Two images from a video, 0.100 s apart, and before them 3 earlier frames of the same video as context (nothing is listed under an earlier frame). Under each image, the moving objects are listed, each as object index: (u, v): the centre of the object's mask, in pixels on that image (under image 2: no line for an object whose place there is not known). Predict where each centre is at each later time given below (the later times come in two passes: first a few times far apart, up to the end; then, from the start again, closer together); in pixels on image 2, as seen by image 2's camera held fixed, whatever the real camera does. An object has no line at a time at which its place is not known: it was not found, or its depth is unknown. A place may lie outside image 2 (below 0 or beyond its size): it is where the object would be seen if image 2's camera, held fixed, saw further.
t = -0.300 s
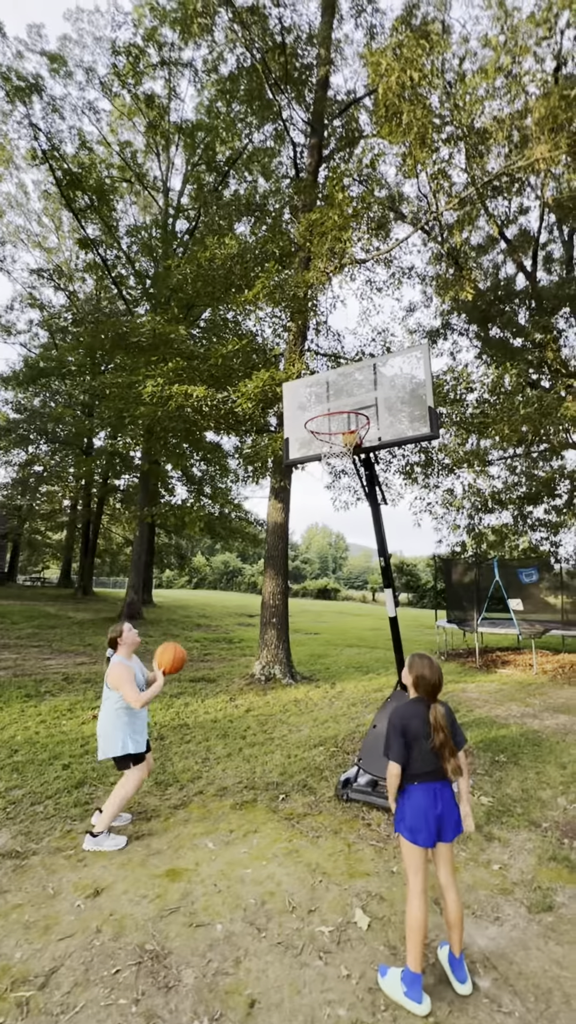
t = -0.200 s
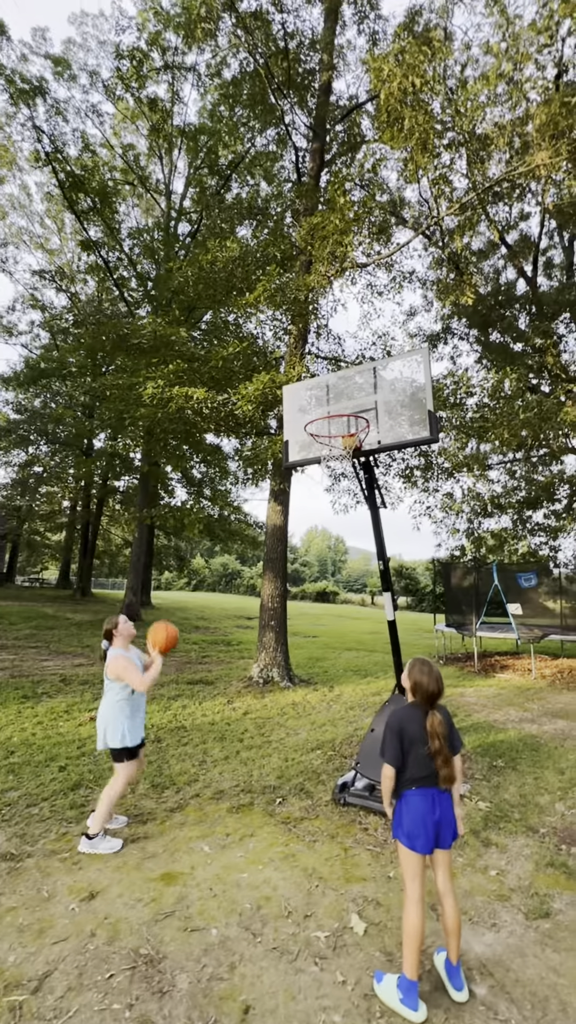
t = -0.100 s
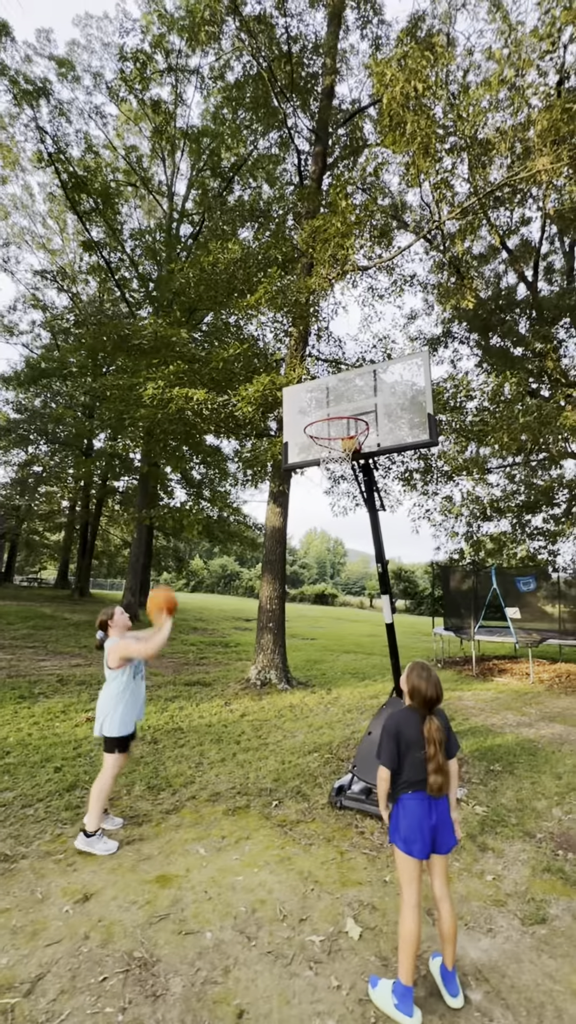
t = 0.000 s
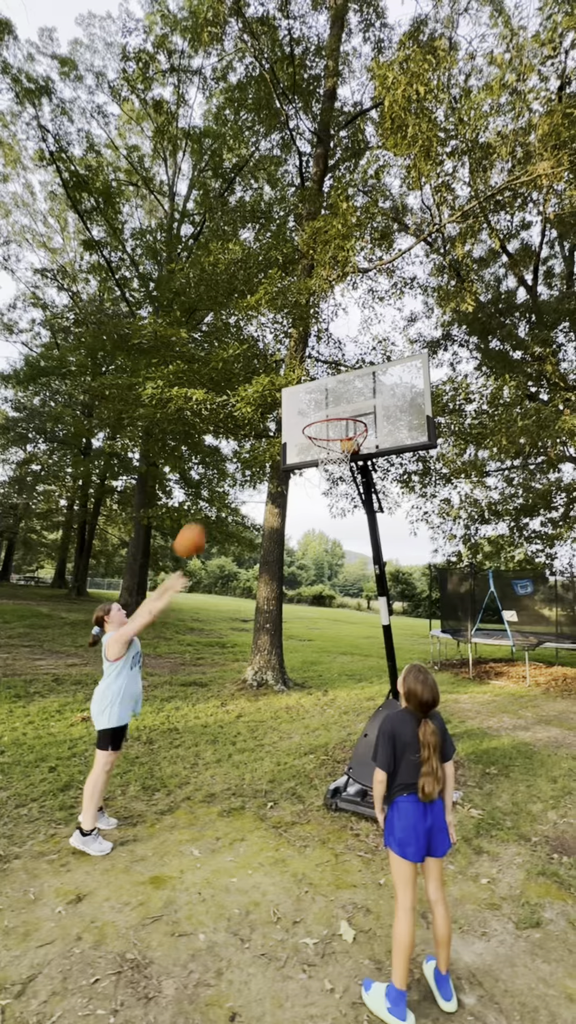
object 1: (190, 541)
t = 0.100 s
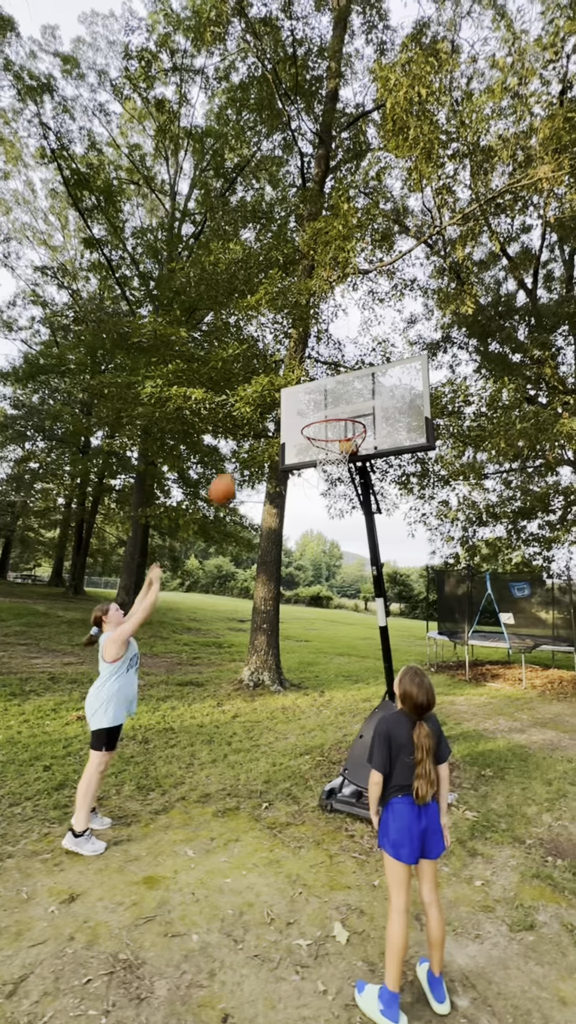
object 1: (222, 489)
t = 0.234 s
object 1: (265, 444)
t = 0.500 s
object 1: (312, 411)
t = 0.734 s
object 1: (331, 447)
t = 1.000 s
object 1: (340, 540)
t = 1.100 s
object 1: (344, 597)
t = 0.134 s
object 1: (234, 474)
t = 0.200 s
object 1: (255, 452)
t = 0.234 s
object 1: (265, 444)
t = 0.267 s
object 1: (274, 436)
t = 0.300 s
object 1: (283, 429)
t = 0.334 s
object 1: (295, 423)
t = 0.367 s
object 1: (301, 419)
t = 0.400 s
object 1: (304, 416)
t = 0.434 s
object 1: (307, 412)
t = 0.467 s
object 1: (309, 411)
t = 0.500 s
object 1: (312, 411)
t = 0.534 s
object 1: (314, 411)
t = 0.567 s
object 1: (317, 415)
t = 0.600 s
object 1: (320, 418)
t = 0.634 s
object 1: (322, 423)
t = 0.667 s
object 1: (325, 430)
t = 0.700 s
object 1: (328, 436)
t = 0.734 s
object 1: (331, 447)
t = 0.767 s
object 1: (332, 452)
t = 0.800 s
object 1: (333, 460)
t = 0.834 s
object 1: (334, 469)
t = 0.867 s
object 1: (336, 480)
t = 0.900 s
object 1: (337, 492)
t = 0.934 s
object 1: (339, 505)
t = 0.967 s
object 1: (340, 521)
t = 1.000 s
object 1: (340, 540)
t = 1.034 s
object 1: (341, 559)
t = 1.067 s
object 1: (342, 577)
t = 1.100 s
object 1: (344, 597)
